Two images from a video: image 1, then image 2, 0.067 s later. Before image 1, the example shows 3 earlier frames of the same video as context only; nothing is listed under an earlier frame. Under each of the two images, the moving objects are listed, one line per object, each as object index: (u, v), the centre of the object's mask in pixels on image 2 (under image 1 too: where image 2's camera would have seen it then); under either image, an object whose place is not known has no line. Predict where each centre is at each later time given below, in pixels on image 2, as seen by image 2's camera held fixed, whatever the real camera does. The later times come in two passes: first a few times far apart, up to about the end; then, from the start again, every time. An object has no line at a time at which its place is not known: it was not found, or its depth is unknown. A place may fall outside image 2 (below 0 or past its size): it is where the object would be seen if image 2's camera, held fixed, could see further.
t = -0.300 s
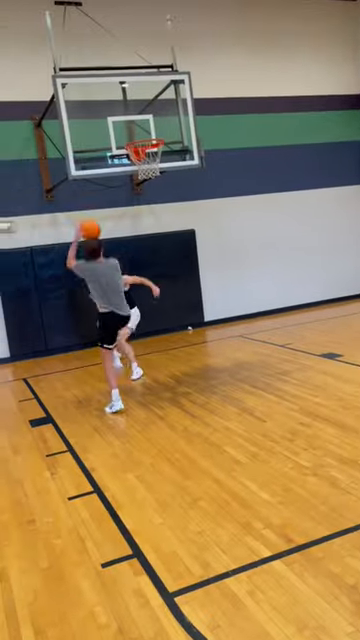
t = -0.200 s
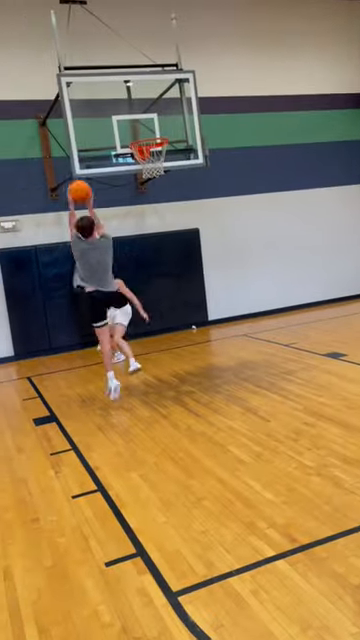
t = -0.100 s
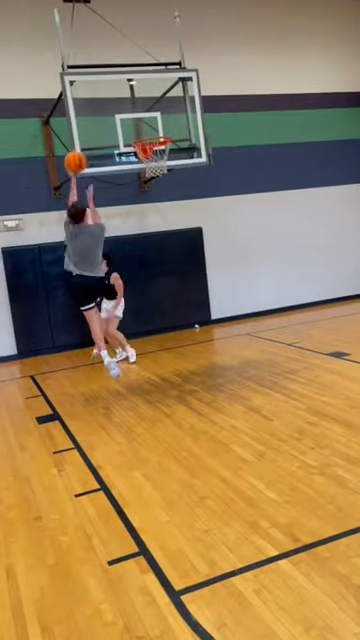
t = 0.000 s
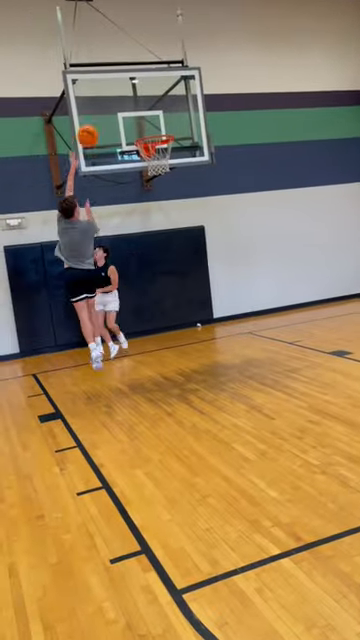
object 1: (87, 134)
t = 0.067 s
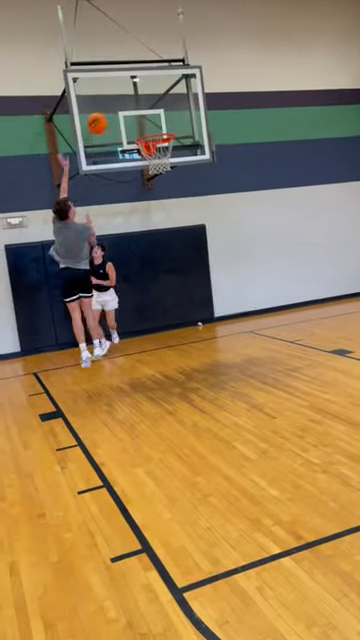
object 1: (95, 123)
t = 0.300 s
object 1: (126, 113)
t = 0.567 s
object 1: (158, 142)
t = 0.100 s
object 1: (99, 118)
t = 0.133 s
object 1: (104, 116)
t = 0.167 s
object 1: (109, 115)
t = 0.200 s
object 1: (114, 113)
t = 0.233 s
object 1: (117, 113)
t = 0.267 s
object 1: (122, 113)
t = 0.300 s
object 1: (126, 113)
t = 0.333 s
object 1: (130, 114)
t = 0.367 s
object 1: (134, 115)
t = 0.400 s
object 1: (138, 117)
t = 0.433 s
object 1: (141, 121)
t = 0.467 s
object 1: (146, 124)
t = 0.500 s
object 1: (151, 129)
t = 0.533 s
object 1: (154, 134)
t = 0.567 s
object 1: (158, 142)
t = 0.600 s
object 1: (163, 149)
